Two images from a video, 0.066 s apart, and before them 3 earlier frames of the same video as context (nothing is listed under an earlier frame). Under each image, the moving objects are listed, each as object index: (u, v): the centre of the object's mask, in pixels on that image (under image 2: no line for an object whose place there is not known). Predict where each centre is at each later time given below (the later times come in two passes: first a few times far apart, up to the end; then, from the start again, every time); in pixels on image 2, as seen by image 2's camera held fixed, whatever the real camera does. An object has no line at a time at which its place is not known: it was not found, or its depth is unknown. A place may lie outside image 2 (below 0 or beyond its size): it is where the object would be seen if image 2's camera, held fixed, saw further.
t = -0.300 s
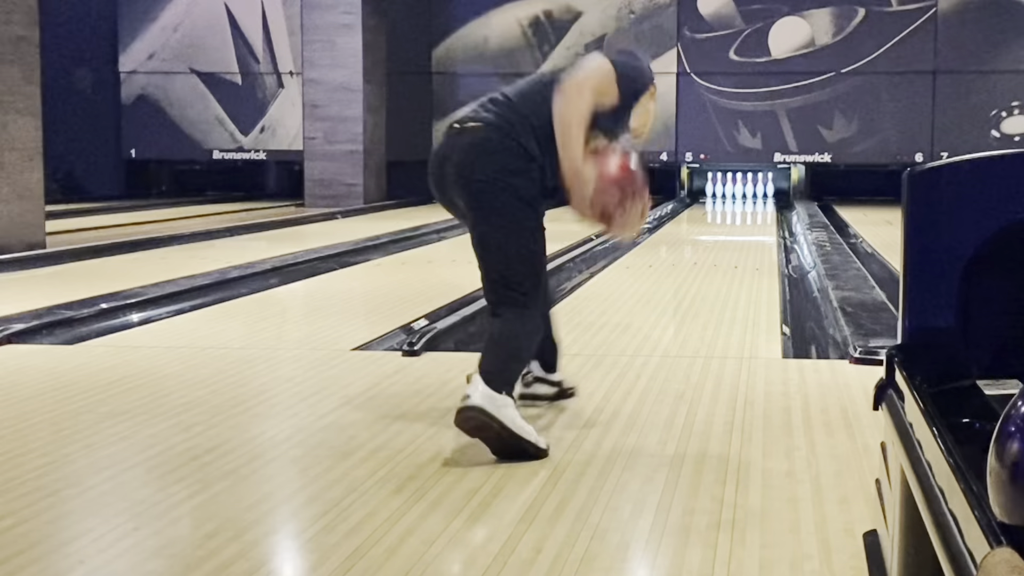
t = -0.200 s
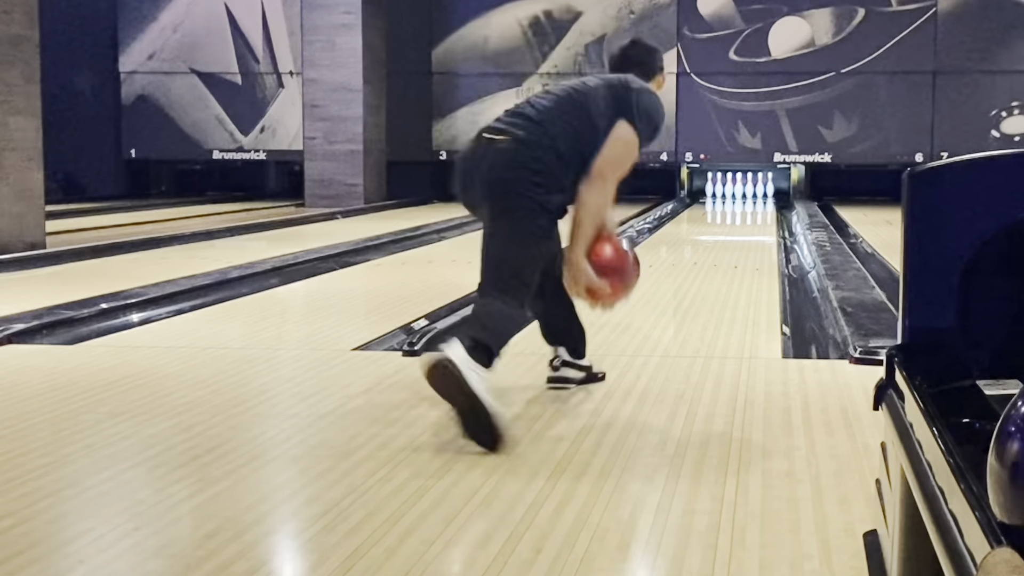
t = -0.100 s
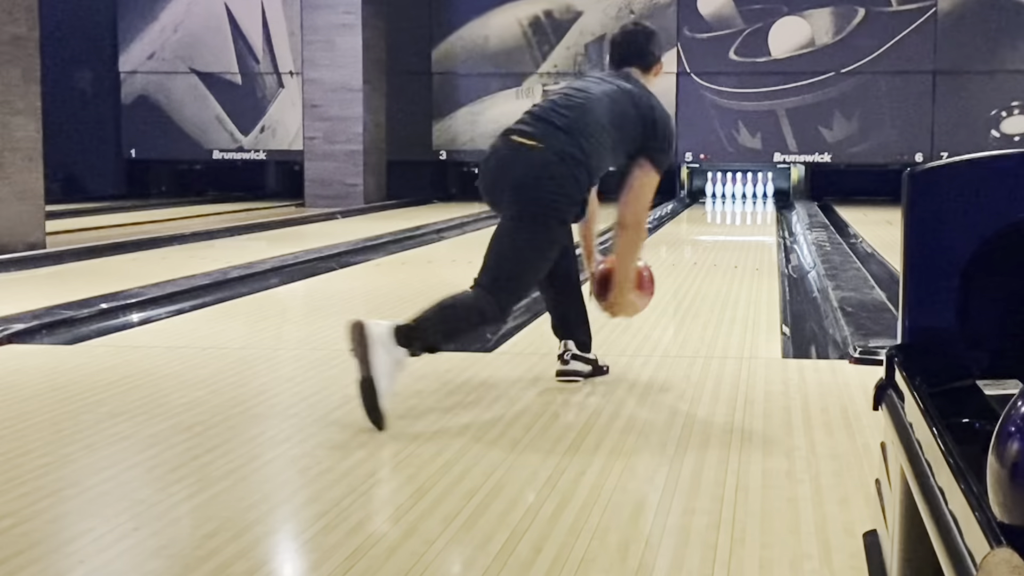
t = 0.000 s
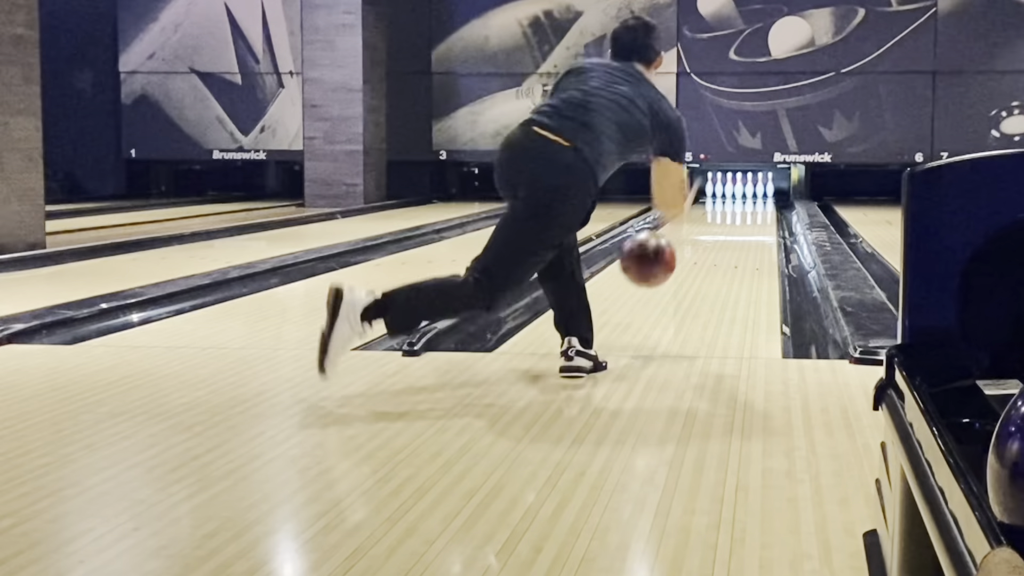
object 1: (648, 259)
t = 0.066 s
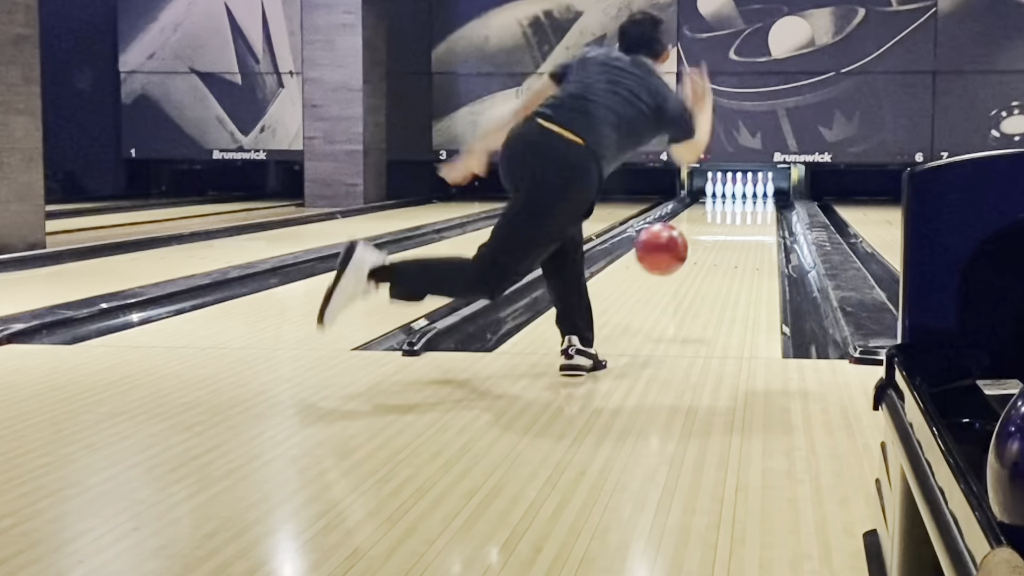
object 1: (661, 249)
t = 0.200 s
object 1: (683, 262)
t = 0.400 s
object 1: (707, 266)
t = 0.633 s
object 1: (727, 248)
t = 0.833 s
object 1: (739, 237)
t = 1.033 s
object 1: (748, 228)
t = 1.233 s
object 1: (754, 221)
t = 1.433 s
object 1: (759, 214)
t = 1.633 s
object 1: (761, 209)
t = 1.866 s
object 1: (762, 204)
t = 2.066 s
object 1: (761, 200)
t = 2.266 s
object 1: (759, 198)
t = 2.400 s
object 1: (755, 196)
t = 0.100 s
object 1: (667, 249)
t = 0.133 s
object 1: (673, 251)
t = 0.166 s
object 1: (678, 255)
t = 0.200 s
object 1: (683, 262)
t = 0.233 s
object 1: (688, 270)
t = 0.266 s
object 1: (692, 280)
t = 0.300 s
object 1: (696, 275)
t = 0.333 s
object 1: (700, 270)
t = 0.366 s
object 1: (704, 269)
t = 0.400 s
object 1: (707, 266)
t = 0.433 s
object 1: (711, 263)
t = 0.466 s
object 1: (714, 260)
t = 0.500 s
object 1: (717, 258)
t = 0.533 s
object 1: (720, 255)
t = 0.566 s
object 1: (722, 253)
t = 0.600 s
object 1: (725, 250)
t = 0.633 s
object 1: (727, 248)
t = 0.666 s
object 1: (730, 246)
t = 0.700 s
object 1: (732, 244)
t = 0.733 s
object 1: (734, 242)
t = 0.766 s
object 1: (736, 241)
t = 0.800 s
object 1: (737, 239)
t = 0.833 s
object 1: (739, 237)
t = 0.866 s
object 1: (741, 235)
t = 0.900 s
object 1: (743, 234)
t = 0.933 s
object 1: (744, 233)
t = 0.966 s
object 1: (745, 231)
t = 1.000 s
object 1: (747, 230)
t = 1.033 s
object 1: (748, 228)
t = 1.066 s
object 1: (749, 227)
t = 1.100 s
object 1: (751, 225)
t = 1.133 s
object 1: (752, 224)
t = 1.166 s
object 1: (753, 223)
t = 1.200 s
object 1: (754, 222)
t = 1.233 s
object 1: (754, 221)
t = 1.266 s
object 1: (755, 220)
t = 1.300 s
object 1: (756, 218)
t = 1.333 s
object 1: (757, 217)
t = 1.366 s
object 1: (757, 217)
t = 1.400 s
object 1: (758, 216)
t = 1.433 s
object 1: (759, 214)
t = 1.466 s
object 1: (759, 213)
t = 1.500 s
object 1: (759, 213)
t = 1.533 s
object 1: (760, 212)
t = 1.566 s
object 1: (760, 211)
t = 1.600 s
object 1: (761, 210)
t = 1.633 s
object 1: (761, 209)
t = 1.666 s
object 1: (761, 209)
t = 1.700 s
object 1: (761, 208)
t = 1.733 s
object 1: (761, 207)
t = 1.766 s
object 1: (761, 206)
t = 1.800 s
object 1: (762, 206)
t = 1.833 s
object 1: (762, 205)
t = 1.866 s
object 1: (762, 204)
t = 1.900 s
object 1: (762, 204)
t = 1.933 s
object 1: (762, 203)
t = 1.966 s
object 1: (761, 202)
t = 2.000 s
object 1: (761, 202)
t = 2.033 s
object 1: (761, 201)
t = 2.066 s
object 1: (761, 200)
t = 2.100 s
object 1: (761, 200)
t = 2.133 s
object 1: (760, 200)
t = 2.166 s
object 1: (760, 199)
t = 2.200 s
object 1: (760, 199)
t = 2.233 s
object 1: (759, 198)
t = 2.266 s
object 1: (759, 198)
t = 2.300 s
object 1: (758, 197)
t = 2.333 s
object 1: (757, 197)
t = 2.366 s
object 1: (756, 196)
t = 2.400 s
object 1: (755, 196)
